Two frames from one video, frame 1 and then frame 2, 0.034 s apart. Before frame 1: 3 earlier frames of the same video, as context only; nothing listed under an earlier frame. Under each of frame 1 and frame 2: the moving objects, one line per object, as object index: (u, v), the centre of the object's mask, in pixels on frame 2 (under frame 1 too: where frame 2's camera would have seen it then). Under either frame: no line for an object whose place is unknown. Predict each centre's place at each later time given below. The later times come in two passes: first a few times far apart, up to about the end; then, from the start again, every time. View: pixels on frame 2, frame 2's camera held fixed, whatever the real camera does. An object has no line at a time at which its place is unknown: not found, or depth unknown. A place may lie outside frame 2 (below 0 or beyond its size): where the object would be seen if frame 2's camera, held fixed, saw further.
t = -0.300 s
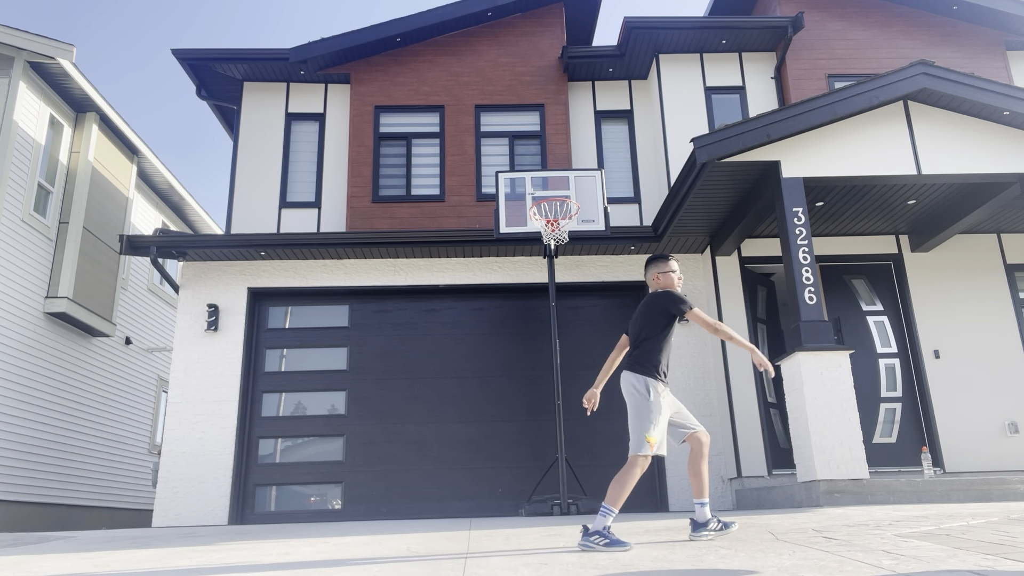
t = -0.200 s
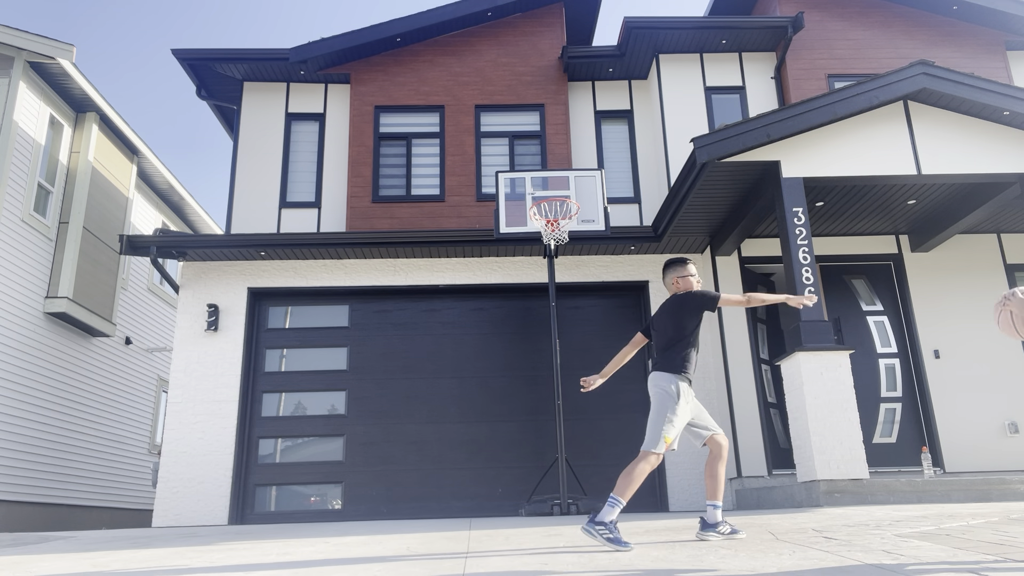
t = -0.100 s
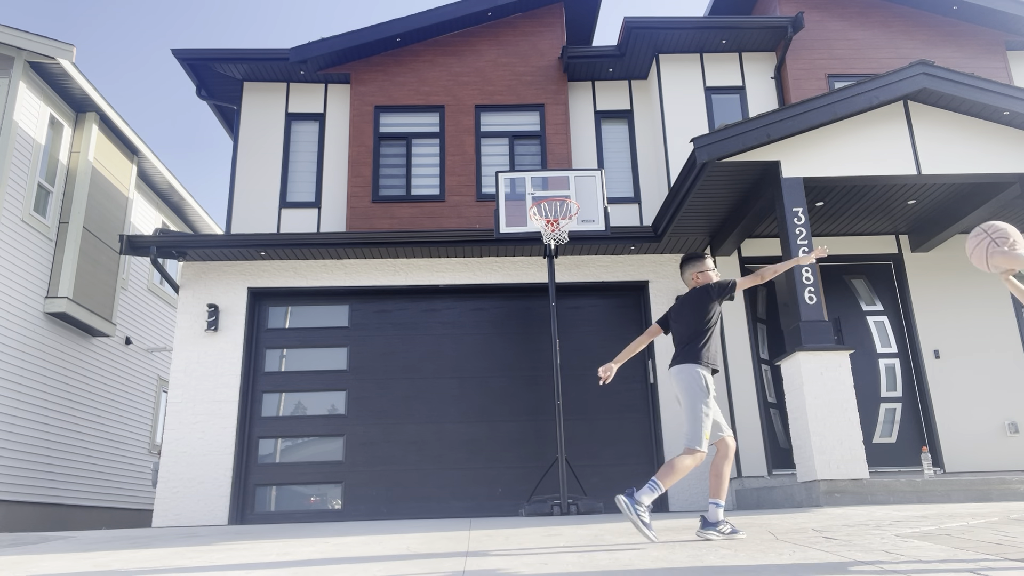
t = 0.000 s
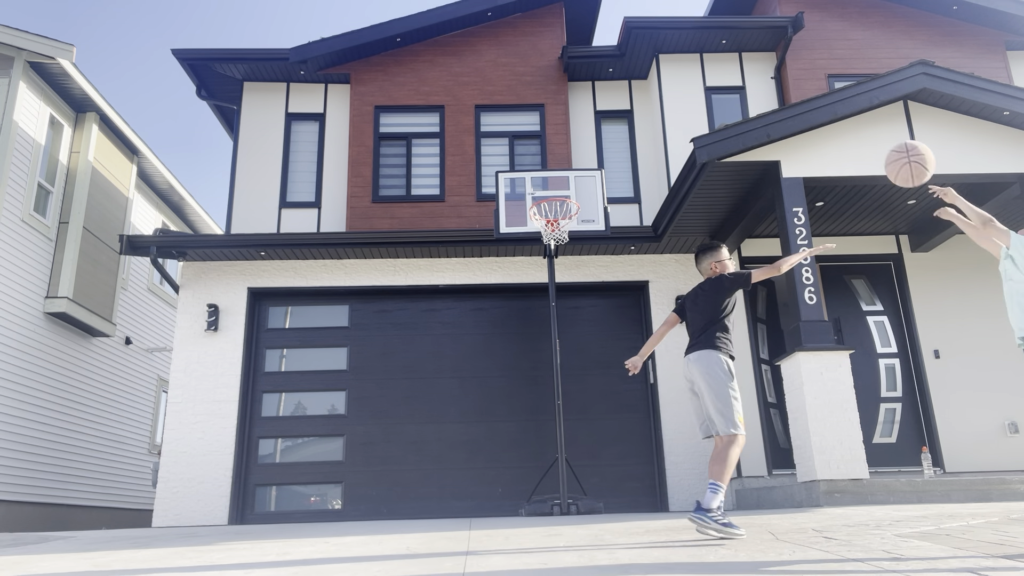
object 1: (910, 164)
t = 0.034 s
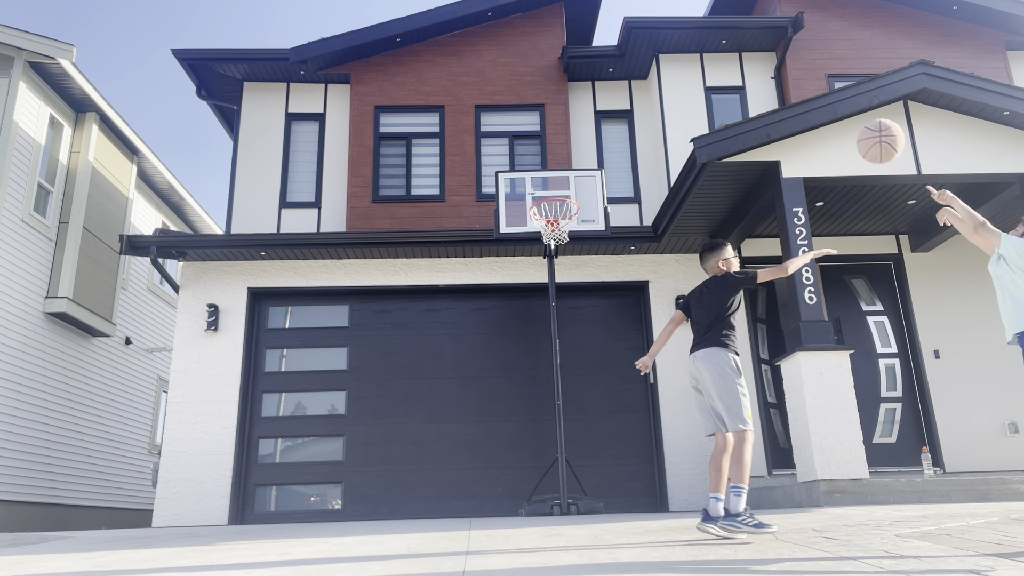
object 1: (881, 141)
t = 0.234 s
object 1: (748, 66)
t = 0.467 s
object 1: (648, 60)
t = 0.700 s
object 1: (578, 107)
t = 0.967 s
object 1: (516, 209)
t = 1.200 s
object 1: (467, 327)
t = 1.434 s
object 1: (424, 483)
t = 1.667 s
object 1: (393, 405)
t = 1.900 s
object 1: (367, 340)
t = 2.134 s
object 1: (341, 324)
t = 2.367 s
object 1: (317, 336)
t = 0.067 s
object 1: (854, 122)
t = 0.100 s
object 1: (829, 106)
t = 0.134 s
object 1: (807, 93)
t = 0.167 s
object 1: (786, 82)
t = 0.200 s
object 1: (766, 73)
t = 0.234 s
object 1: (748, 66)
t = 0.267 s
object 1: (731, 61)
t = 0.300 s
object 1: (716, 57)
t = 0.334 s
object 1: (701, 55)
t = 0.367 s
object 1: (686, 55)
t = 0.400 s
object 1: (673, 56)
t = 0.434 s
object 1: (660, 58)
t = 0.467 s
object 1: (648, 60)
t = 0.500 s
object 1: (637, 65)
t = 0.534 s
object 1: (626, 69)
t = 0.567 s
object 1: (616, 75)
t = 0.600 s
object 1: (605, 82)
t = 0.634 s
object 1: (596, 90)
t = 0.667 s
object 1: (587, 98)
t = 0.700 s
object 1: (578, 107)
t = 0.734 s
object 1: (569, 118)
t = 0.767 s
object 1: (561, 129)
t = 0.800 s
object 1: (553, 140)
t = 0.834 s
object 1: (545, 153)
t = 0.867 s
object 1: (538, 165)
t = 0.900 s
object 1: (531, 179)
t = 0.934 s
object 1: (523, 194)
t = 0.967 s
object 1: (516, 209)
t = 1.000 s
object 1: (509, 223)
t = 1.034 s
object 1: (502, 239)
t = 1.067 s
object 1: (494, 254)
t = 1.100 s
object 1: (488, 272)
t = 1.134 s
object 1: (481, 290)
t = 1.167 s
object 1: (474, 308)
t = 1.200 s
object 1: (467, 327)
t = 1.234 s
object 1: (461, 347)
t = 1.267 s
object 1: (454, 367)
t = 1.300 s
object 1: (448, 389)
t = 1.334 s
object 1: (442, 411)
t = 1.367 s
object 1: (436, 434)
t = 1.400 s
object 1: (430, 459)
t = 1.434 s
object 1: (424, 483)
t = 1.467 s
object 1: (418, 509)
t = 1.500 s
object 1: (414, 490)
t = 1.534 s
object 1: (409, 470)
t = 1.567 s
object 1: (405, 451)
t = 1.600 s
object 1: (401, 434)
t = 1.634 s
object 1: (397, 419)
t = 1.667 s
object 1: (393, 405)
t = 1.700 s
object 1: (389, 392)
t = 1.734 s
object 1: (385, 381)
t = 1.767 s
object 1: (382, 371)
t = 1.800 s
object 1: (378, 361)
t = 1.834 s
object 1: (374, 353)
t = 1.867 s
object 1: (371, 346)
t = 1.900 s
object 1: (367, 340)
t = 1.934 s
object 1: (363, 334)
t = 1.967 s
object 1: (360, 330)
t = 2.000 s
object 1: (356, 327)
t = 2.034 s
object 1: (352, 325)
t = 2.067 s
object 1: (349, 324)
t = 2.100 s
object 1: (345, 323)
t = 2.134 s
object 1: (341, 324)
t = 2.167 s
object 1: (337, 325)
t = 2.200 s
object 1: (334, 327)
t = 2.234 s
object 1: (330, 330)
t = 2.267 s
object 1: (327, 331)
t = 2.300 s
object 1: (324, 332)
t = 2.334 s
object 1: (321, 333)
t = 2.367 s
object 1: (317, 336)
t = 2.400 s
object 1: (313, 339)
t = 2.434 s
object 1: (310, 343)
